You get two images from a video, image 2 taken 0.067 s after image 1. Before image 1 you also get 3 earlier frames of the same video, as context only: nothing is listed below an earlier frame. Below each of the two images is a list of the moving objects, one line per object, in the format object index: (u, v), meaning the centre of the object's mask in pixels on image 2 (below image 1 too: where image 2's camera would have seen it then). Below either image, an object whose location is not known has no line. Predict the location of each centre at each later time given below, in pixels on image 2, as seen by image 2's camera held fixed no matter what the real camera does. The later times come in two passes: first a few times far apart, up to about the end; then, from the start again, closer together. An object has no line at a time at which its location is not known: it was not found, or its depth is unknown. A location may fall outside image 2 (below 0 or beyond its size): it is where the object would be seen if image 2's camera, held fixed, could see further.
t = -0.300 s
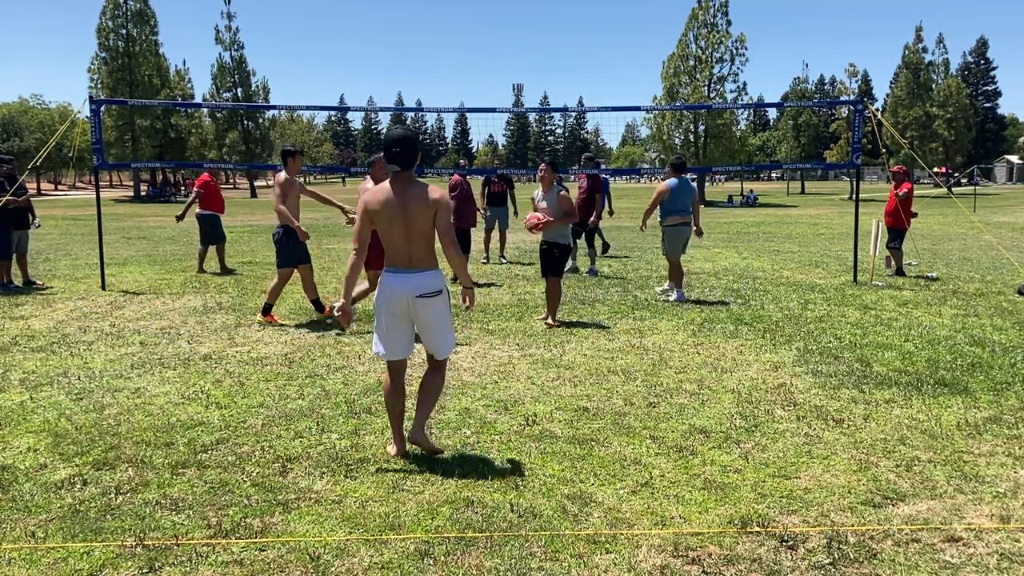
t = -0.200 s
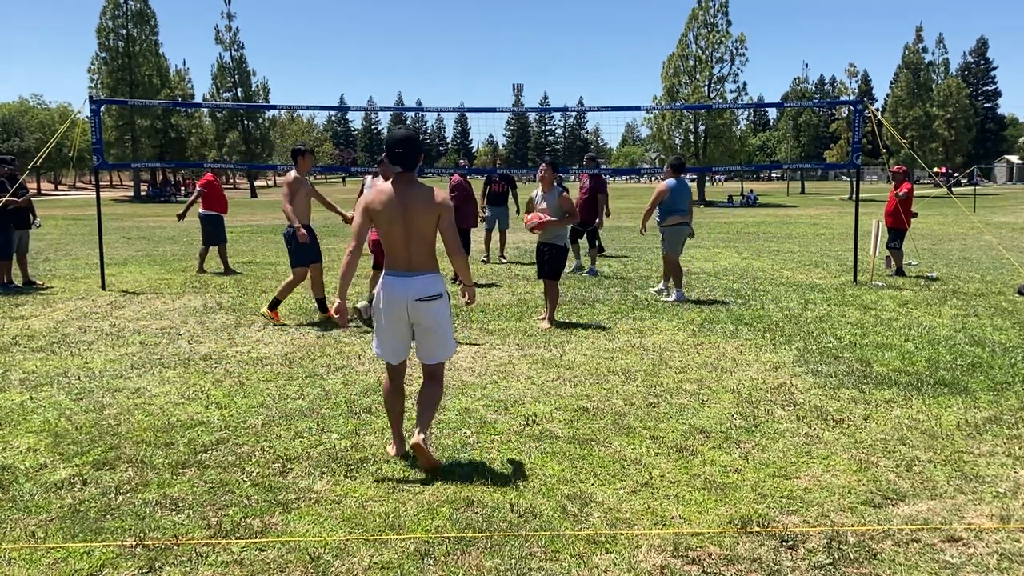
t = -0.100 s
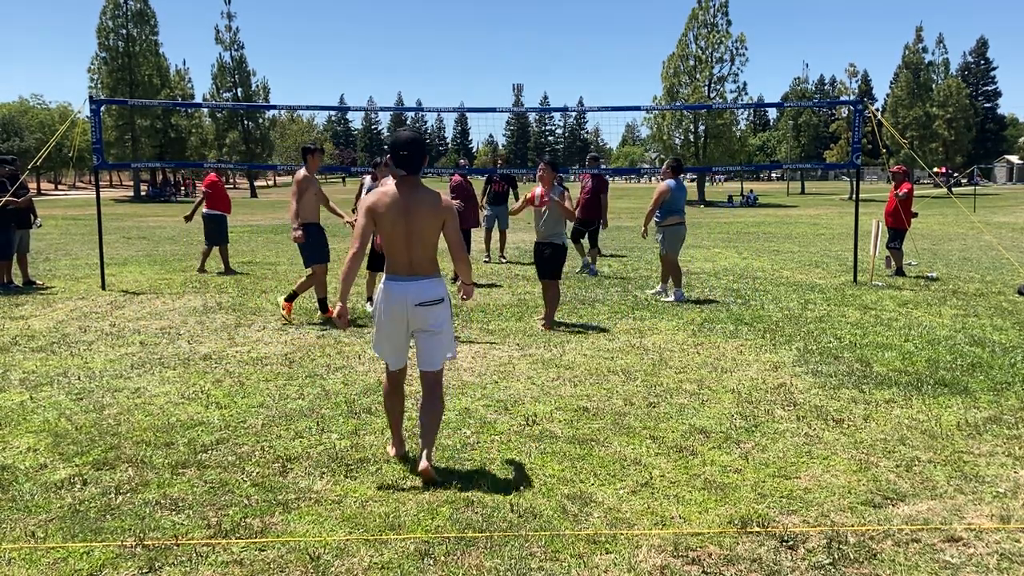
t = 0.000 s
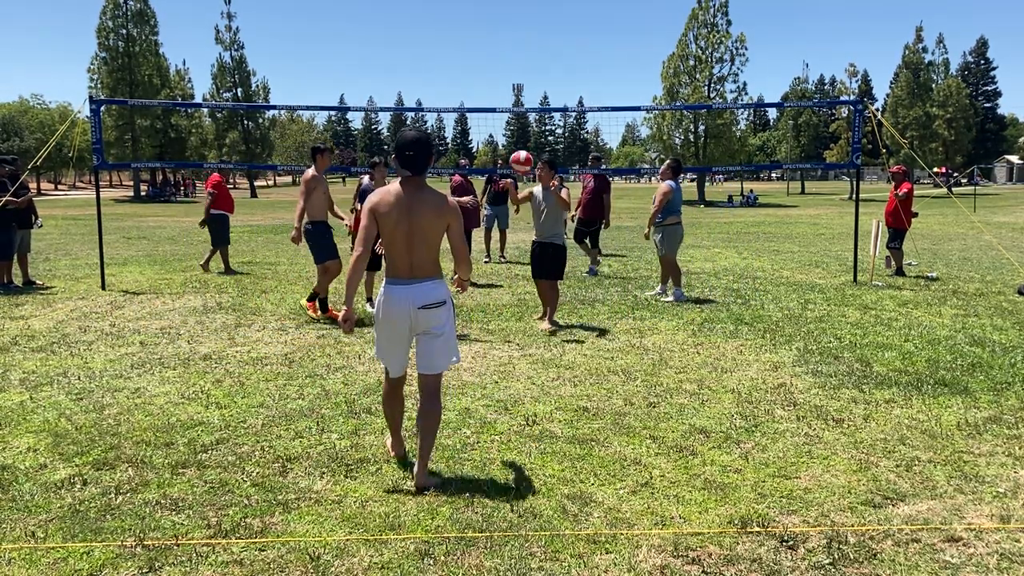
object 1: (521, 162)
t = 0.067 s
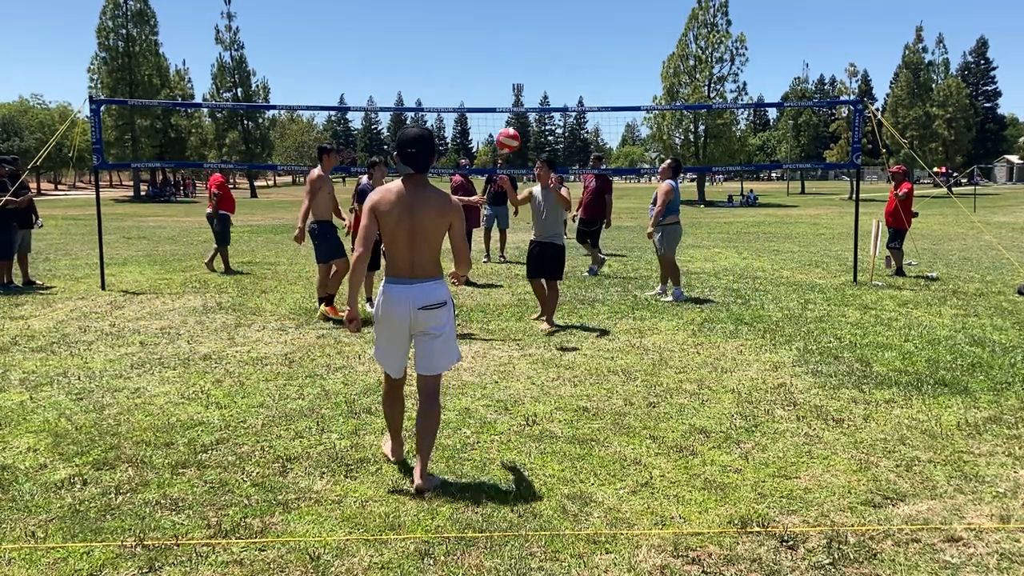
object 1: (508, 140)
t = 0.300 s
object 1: (448, 94)
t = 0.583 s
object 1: (345, 137)
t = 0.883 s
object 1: (172, 408)
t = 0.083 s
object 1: (504, 135)
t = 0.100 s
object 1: (500, 131)
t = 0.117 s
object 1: (497, 126)
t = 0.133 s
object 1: (492, 122)
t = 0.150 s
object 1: (488, 118)
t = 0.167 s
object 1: (484, 114)
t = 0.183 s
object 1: (480, 110)
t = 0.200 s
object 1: (476, 107)
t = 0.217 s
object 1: (471, 104)
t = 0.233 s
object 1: (467, 102)
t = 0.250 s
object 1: (462, 99)
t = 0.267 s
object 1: (458, 97)
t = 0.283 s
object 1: (453, 96)
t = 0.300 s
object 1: (448, 94)
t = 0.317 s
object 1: (444, 93)
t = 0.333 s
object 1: (439, 92)
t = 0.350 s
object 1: (433, 92)
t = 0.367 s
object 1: (428, 92)
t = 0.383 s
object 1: (422, 93)
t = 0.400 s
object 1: (417, 94)
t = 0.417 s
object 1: (411, 95)
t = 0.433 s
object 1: (405, 98)
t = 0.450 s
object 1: (399, 99)
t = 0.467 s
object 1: (393, 102)
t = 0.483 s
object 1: (387, 106)
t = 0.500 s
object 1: (380, 110)
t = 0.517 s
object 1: (373, 114)
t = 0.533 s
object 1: (367, 119)
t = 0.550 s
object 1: (359, 124)
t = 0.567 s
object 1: (352, 130)
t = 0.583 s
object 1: (345, 137)
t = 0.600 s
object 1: (338, 145)
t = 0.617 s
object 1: (330, 154)
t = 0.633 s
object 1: (322, 162)
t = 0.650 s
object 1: (314, 171)
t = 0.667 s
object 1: (306, 182)
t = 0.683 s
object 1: (297, 194)
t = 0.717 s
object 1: (279, 219)
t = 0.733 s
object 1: (270, 232)
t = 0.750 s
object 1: (260, 247)
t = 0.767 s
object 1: (250, 263)
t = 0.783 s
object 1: (240, 280)
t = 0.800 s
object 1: (230, 298)
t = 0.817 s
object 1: (218, 317)
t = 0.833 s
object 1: (207, 337)
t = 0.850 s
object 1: (196, 360)
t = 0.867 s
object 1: (184, 383)
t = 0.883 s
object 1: (172, 408)
